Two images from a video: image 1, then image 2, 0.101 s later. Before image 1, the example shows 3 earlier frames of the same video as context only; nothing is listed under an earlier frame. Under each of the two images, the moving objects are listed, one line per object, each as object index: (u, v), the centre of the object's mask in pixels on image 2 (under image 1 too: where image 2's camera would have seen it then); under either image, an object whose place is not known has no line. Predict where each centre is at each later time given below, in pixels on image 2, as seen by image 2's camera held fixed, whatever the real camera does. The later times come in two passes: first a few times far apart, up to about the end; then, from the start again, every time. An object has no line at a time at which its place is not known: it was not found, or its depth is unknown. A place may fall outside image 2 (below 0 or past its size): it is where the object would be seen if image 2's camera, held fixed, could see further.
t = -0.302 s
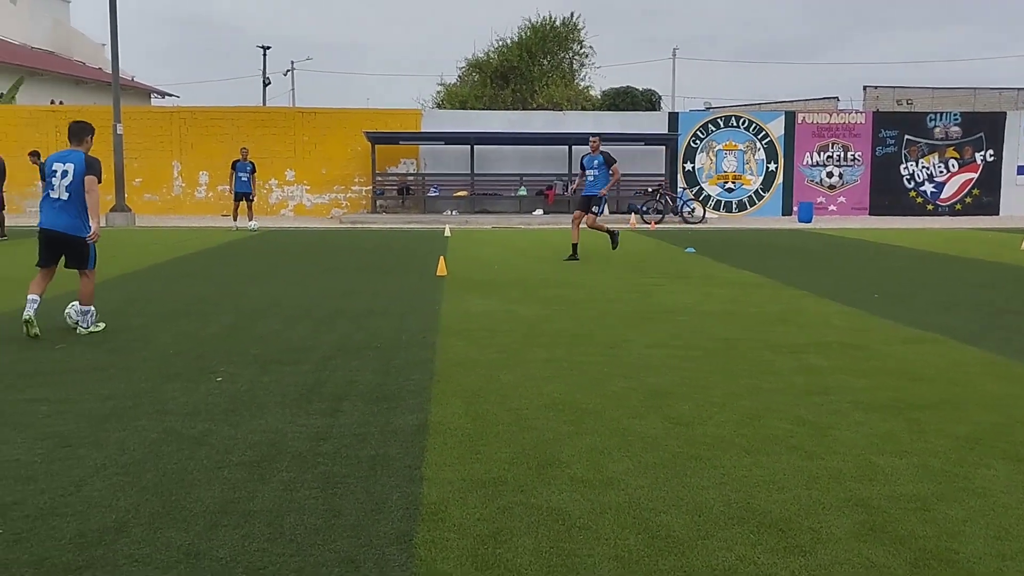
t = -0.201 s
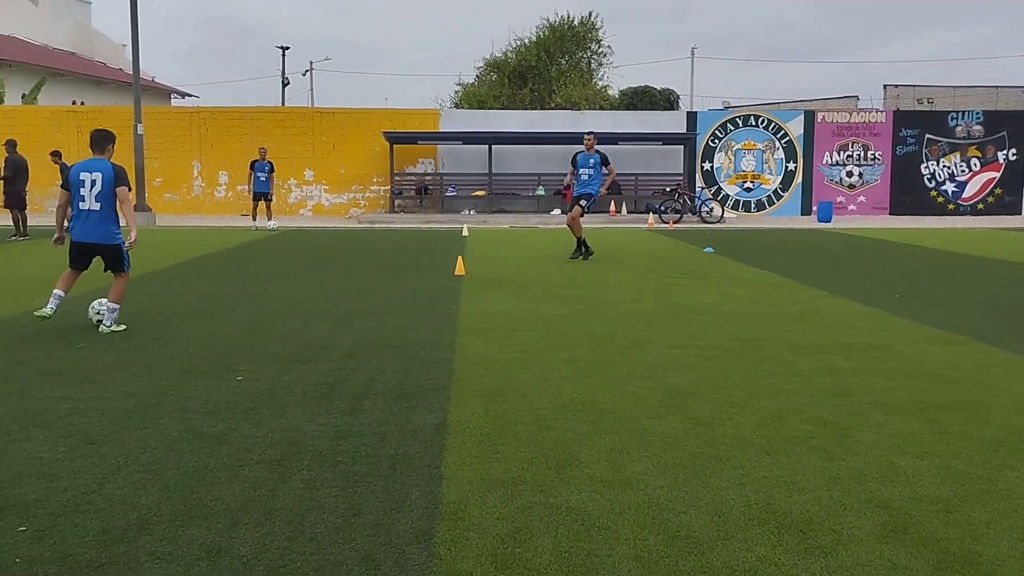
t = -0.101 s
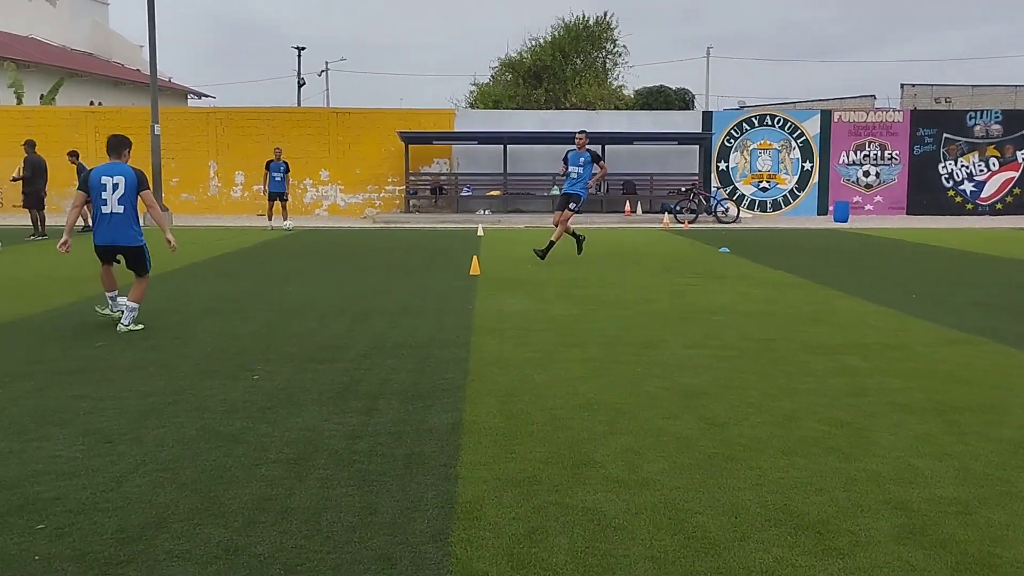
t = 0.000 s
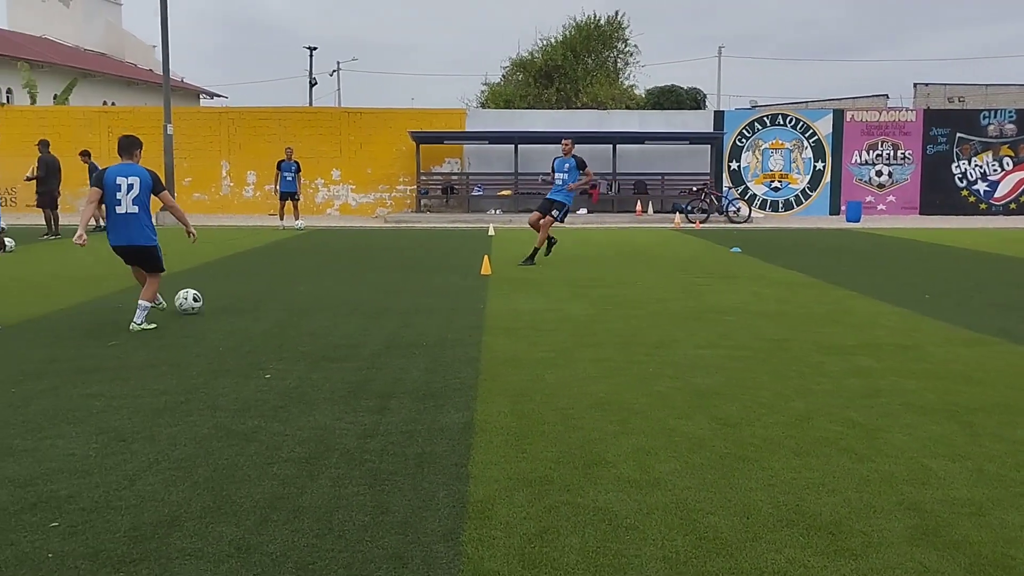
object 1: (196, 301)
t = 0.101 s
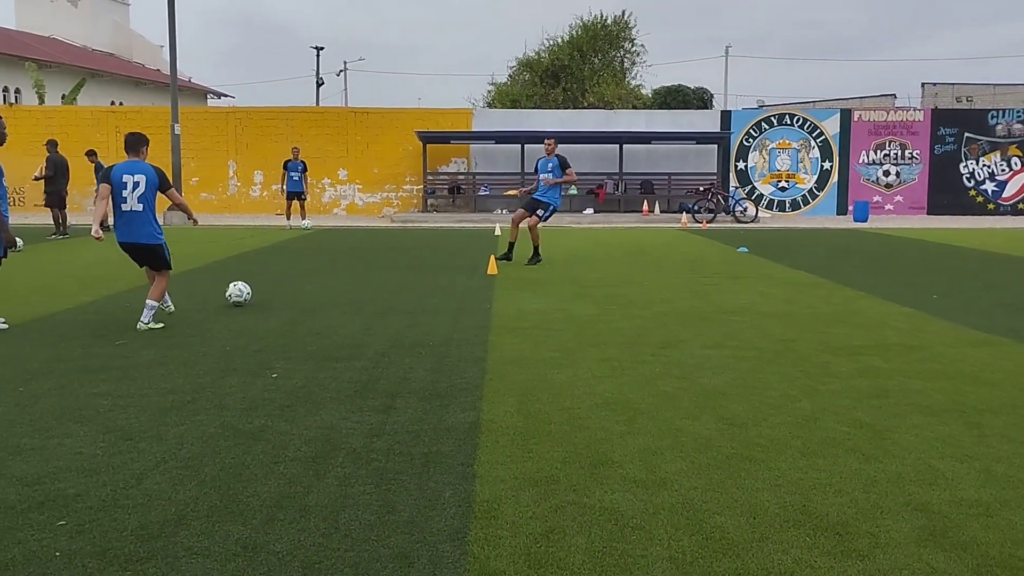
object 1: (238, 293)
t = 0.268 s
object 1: (292, 285)
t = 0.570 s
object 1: (362, 274)
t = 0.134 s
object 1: (252, 292)
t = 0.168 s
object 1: (262, 290)
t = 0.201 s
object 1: (273, 287)
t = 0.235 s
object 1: (283, 287)
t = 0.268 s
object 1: (292, 285)
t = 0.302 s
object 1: (301, 283)
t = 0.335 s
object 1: (310, 283)
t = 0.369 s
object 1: (318, 282)
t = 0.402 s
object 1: (326, 279)
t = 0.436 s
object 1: (333, 278)
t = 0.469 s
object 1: (341, 278)
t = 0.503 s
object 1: (348, 277)
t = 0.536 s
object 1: (355, 275)
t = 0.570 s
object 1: (362, 274)
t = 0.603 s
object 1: (369, 274)
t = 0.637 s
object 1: (375, 273)
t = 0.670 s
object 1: (381, 272)
